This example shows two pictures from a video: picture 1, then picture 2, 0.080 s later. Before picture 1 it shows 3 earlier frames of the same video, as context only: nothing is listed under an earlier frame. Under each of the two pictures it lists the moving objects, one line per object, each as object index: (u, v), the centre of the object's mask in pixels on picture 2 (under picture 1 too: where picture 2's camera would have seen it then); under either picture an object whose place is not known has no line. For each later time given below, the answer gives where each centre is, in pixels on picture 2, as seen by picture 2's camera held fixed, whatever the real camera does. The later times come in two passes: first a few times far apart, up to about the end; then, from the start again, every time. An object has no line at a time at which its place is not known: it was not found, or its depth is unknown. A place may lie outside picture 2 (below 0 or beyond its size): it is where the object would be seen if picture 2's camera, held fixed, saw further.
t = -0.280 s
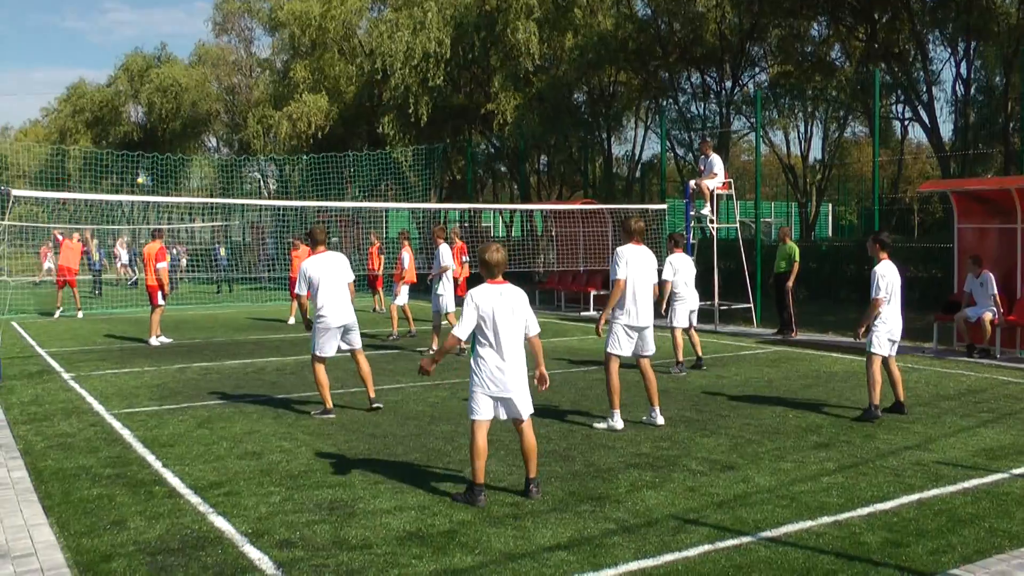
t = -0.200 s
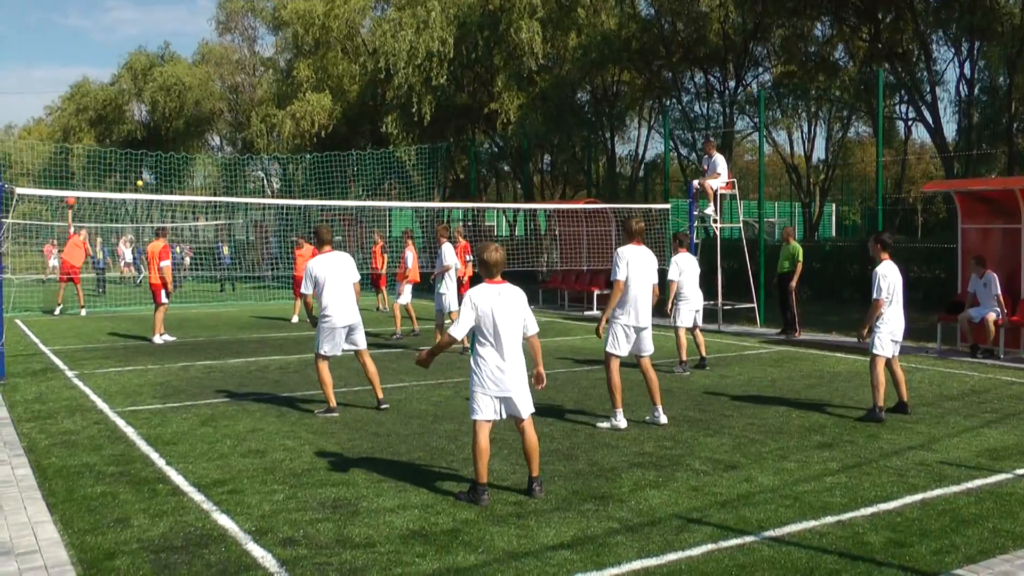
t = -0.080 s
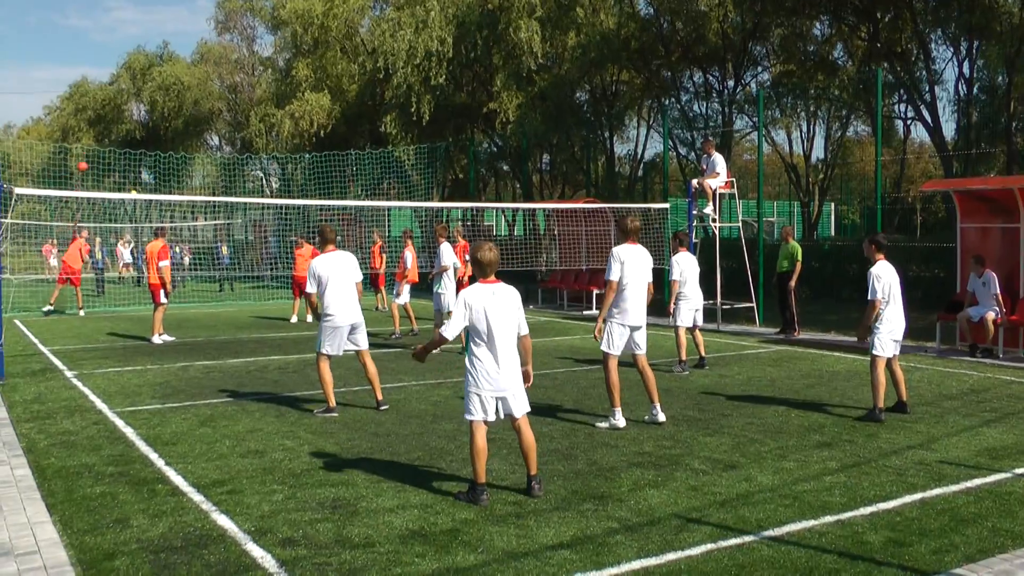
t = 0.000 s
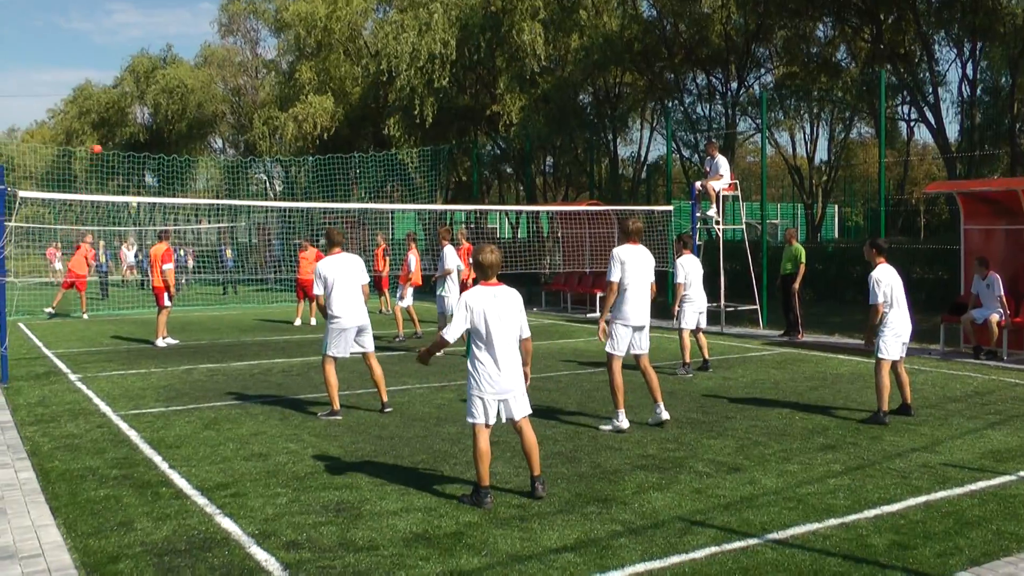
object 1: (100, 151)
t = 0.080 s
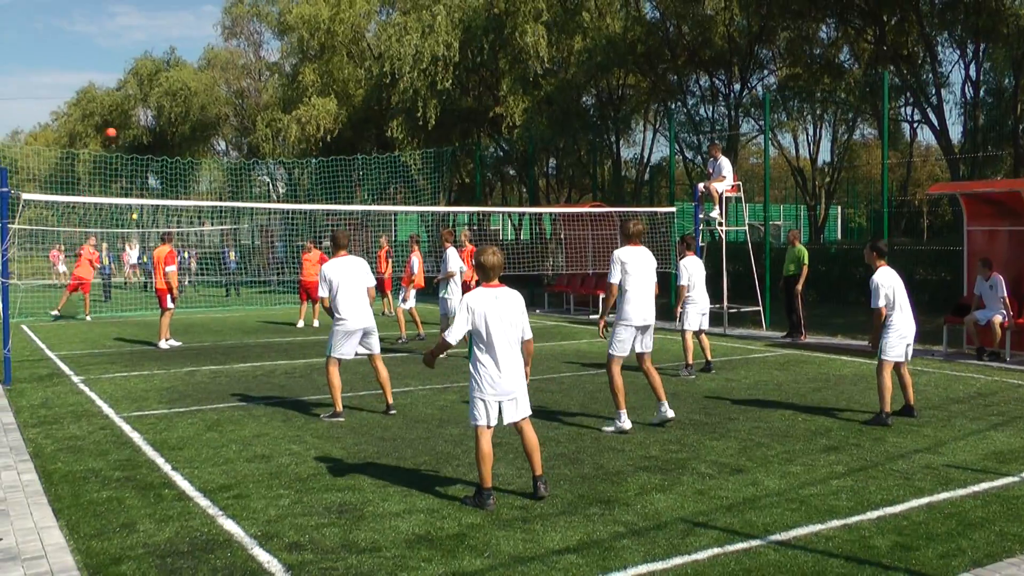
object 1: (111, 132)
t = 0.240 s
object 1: (137, 104)
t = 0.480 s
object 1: (187, 80)
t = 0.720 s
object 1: (251, 86)
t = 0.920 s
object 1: (317, 119)
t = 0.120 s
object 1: (117, 124)
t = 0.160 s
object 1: (123, 116)
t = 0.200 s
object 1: (130, 110)
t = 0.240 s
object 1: (137, 104)
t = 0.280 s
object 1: (144, 97)
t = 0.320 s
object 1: (152, 93)
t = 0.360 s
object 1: (160, 88)
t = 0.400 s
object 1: (169, 85)
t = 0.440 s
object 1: (178, 81)
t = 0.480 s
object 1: (187, 80)
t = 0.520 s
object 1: (197, 79)
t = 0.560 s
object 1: (207, 79)
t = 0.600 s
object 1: (217, 80)
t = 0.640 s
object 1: (228, 81)
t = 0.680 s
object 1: (240, 83)
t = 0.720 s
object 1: (251, 86)
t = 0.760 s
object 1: (263, 91)
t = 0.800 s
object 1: (276, 96)
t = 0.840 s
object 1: (289, 103)
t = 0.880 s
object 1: (303, 111)
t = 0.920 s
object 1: (317, 119)
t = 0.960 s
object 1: (331, 130)
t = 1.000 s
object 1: (347, 143)
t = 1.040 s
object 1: (363, 155)
